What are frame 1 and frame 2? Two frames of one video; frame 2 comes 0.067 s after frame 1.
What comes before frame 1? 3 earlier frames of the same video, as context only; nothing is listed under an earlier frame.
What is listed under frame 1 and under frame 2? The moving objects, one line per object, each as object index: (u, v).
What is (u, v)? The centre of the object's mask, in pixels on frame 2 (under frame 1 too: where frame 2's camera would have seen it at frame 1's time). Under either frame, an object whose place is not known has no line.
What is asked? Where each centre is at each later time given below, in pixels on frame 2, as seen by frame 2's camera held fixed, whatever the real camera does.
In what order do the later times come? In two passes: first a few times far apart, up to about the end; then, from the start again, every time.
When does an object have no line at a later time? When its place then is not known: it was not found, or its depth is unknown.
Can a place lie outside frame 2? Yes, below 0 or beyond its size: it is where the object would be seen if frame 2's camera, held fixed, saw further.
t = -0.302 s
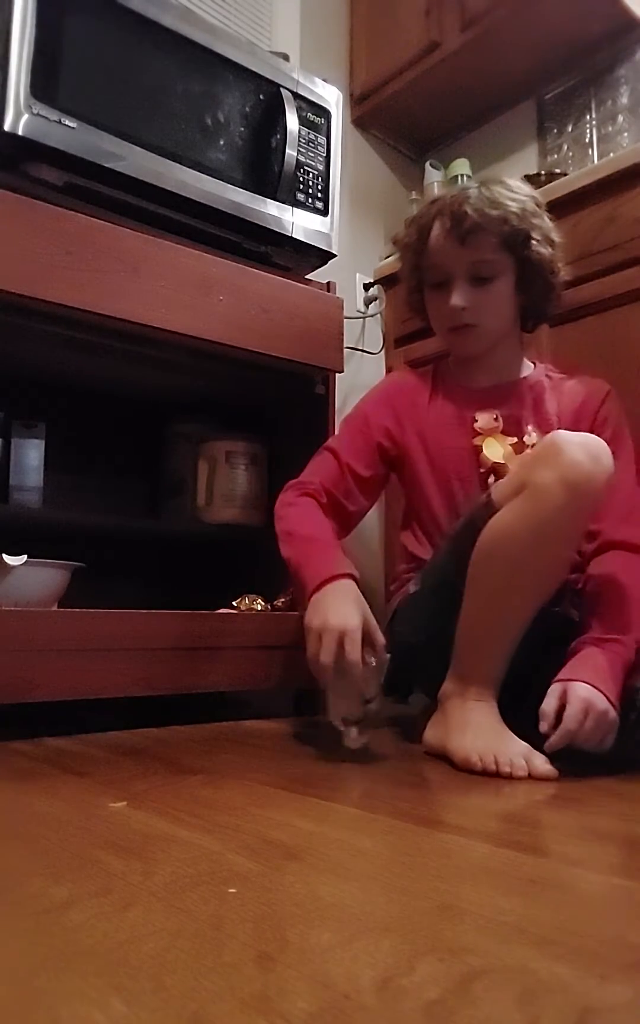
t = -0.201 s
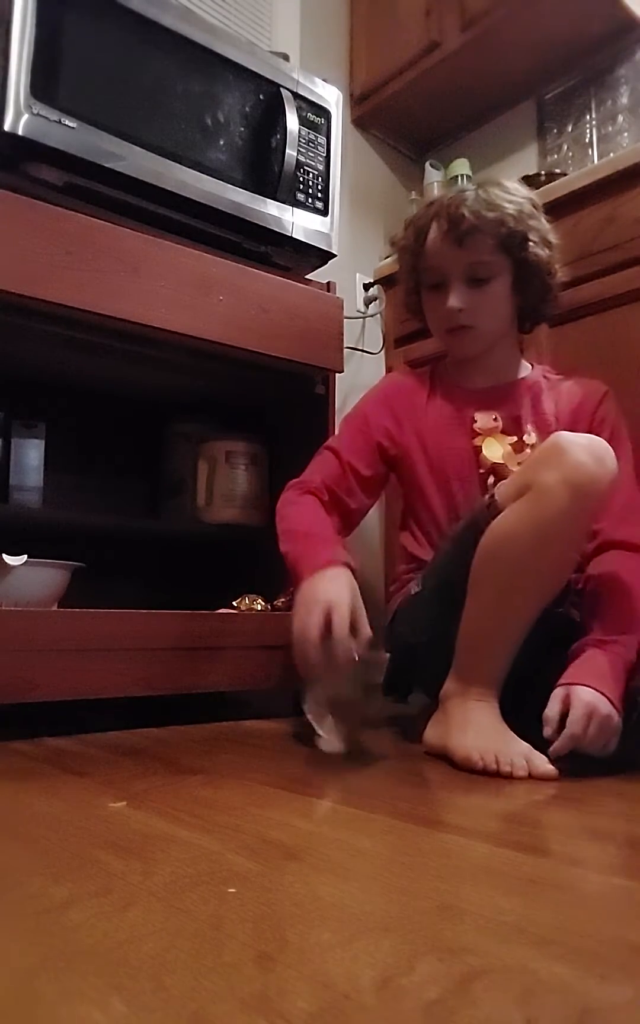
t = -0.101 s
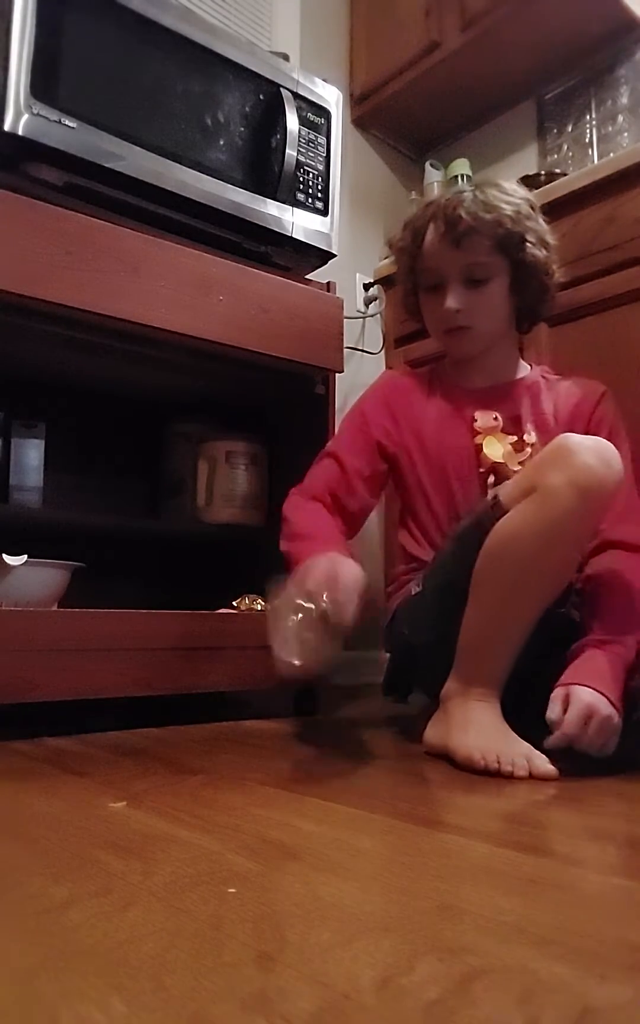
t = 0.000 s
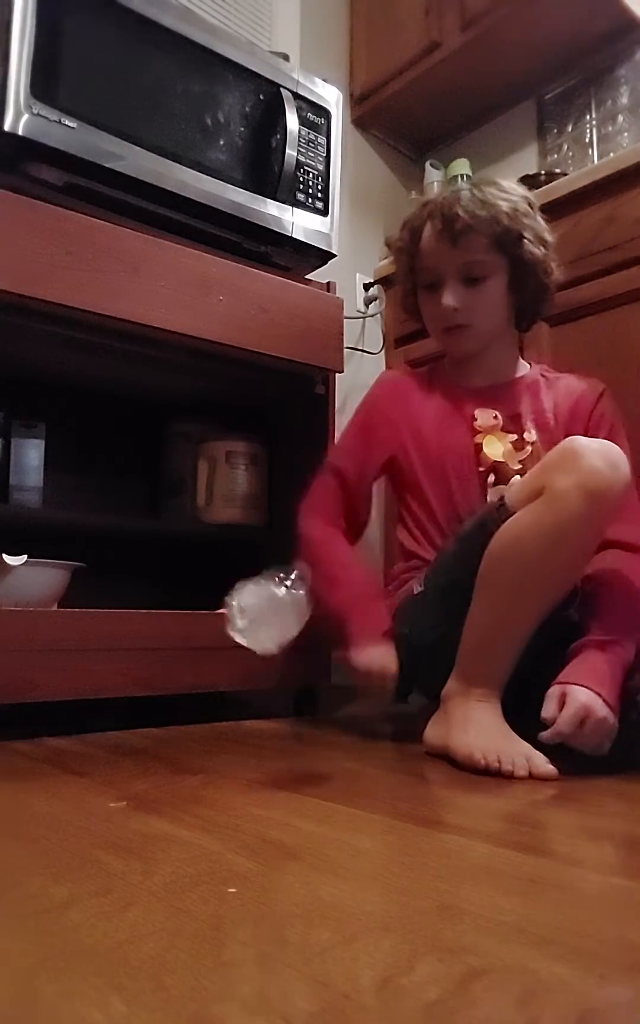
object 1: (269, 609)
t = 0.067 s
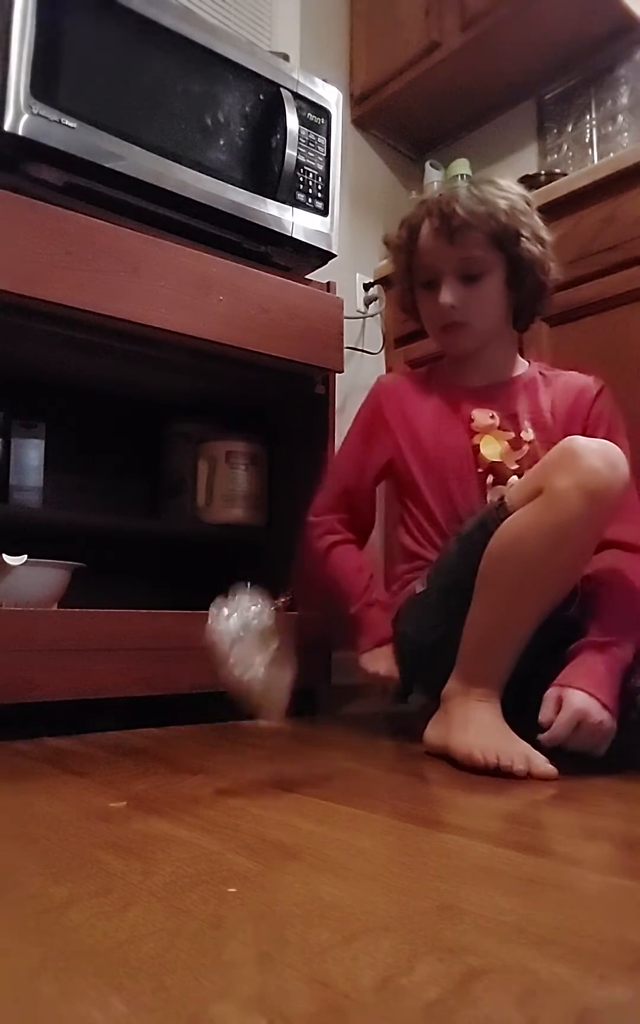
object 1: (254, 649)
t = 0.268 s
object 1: (219, 729)
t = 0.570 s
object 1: (173, 782)
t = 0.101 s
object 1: (242, 699)
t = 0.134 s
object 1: (235, 727)
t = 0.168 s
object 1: (229, 728)
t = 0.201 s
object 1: (225, 728)
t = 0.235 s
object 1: (221, 728)
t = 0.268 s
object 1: (219, 729)
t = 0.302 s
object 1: (215, 730)
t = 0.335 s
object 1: (211, 731)
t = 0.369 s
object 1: (205, 733)
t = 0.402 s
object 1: (195, 741)
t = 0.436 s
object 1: (183, 762)
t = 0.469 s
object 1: (177, 776)
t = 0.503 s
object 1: (175, 781)
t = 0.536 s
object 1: (175, 782)
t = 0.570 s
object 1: (173, 782)
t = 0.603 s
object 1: (173, 782)
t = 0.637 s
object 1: (173, 783)
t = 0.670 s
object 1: (176, 785)
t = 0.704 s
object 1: (178, 787)
